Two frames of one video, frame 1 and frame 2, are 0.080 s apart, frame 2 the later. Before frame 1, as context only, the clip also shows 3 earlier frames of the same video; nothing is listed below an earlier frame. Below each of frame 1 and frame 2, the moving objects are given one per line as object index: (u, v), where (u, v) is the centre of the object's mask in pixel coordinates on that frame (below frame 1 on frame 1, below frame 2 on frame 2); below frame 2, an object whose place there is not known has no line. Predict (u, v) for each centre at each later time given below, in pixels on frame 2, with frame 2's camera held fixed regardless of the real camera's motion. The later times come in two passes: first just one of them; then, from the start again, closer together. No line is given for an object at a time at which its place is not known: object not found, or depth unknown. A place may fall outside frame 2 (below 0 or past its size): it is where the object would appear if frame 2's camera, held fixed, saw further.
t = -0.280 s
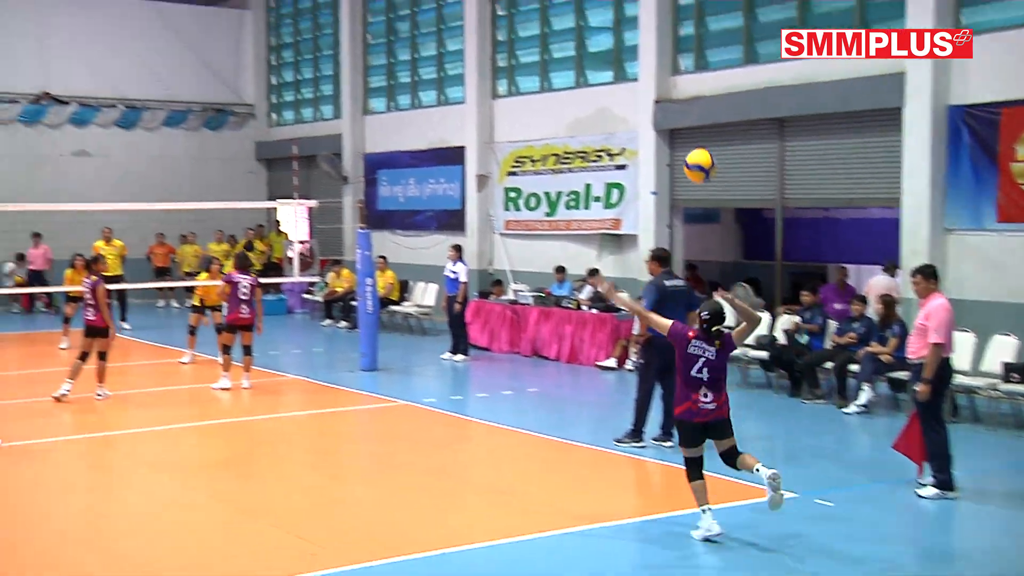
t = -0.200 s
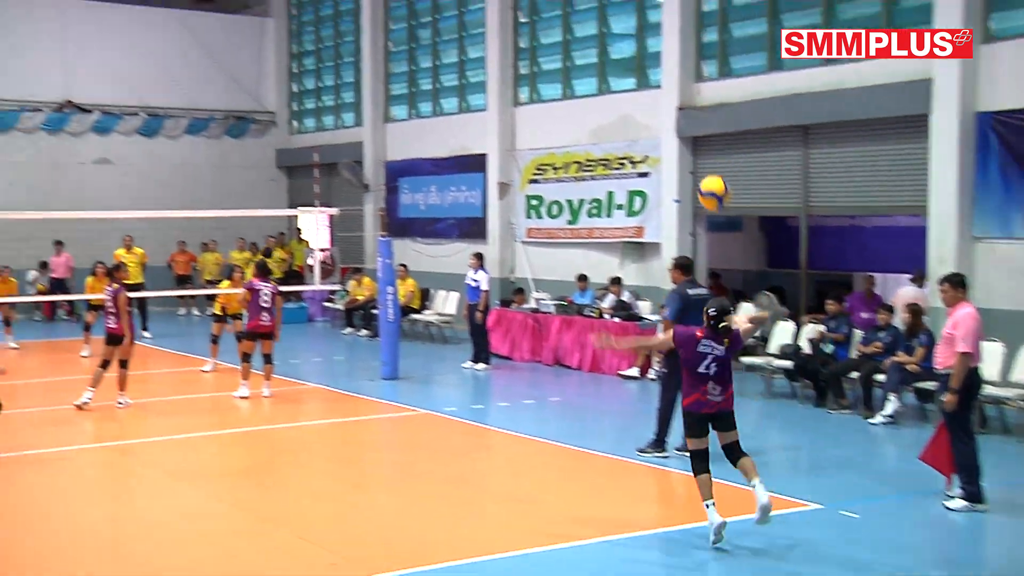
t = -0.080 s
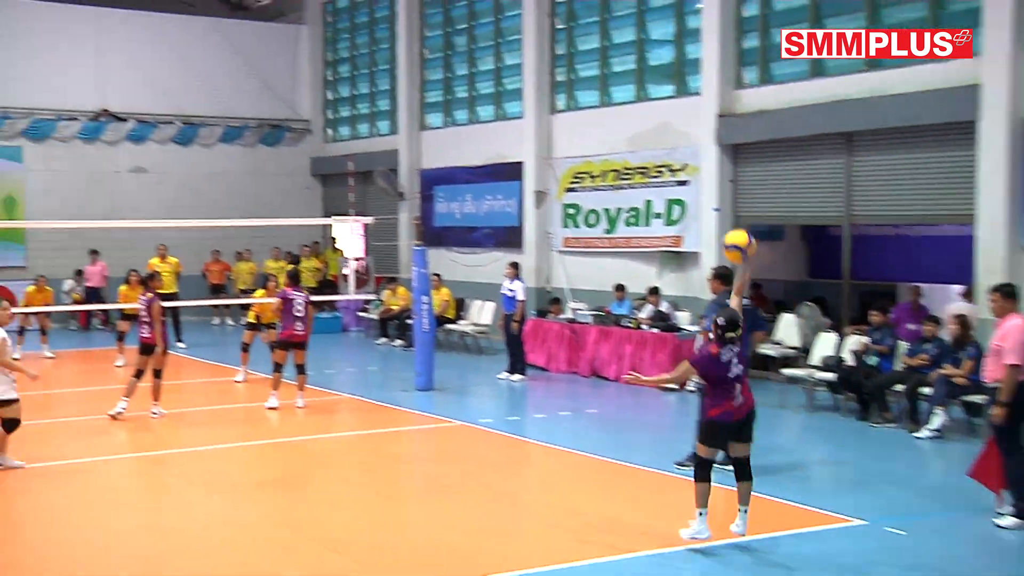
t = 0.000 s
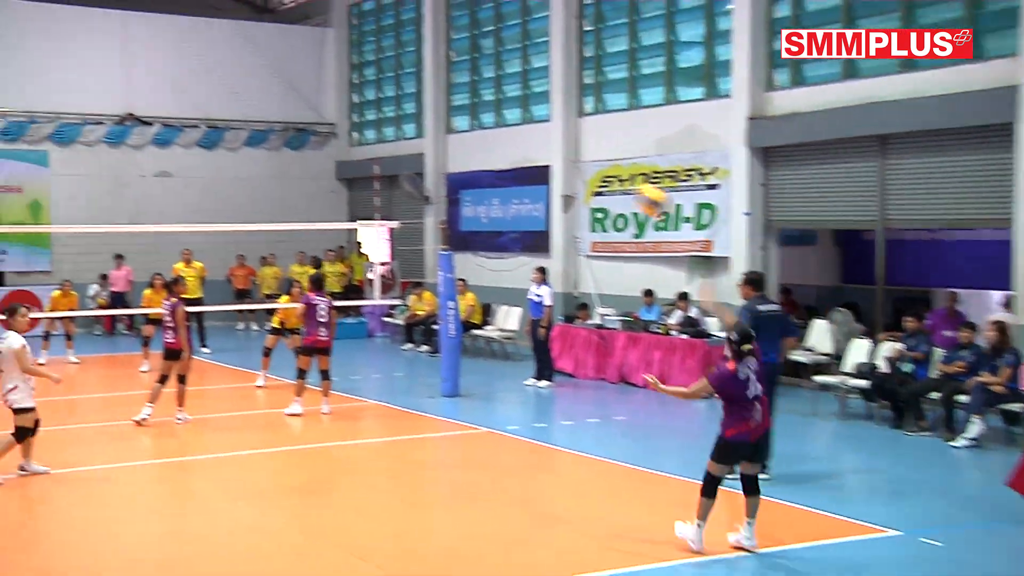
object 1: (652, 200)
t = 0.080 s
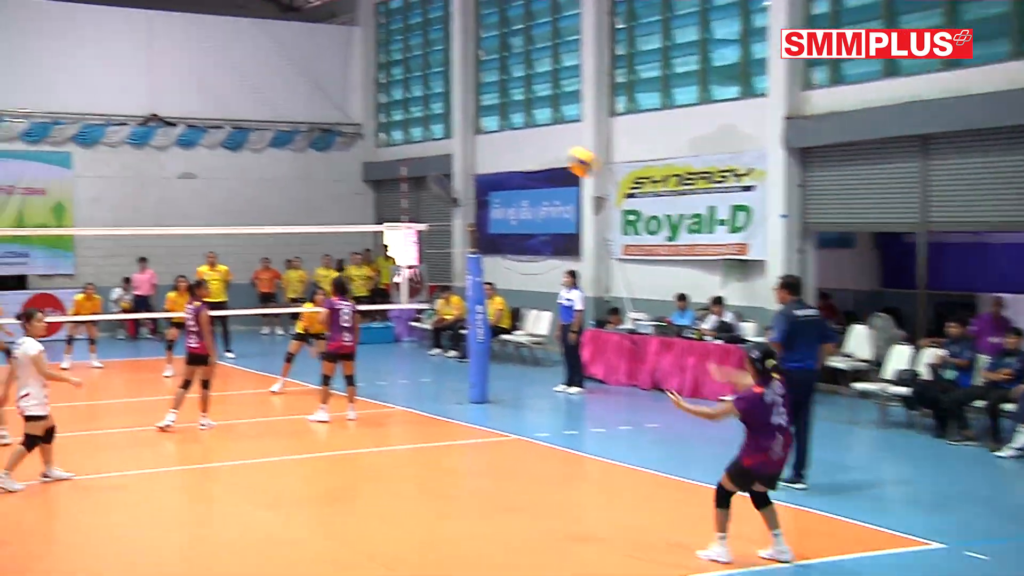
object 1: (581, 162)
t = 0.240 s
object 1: (429, 122)
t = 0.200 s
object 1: (463, 128)
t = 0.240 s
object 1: (429, 122)
